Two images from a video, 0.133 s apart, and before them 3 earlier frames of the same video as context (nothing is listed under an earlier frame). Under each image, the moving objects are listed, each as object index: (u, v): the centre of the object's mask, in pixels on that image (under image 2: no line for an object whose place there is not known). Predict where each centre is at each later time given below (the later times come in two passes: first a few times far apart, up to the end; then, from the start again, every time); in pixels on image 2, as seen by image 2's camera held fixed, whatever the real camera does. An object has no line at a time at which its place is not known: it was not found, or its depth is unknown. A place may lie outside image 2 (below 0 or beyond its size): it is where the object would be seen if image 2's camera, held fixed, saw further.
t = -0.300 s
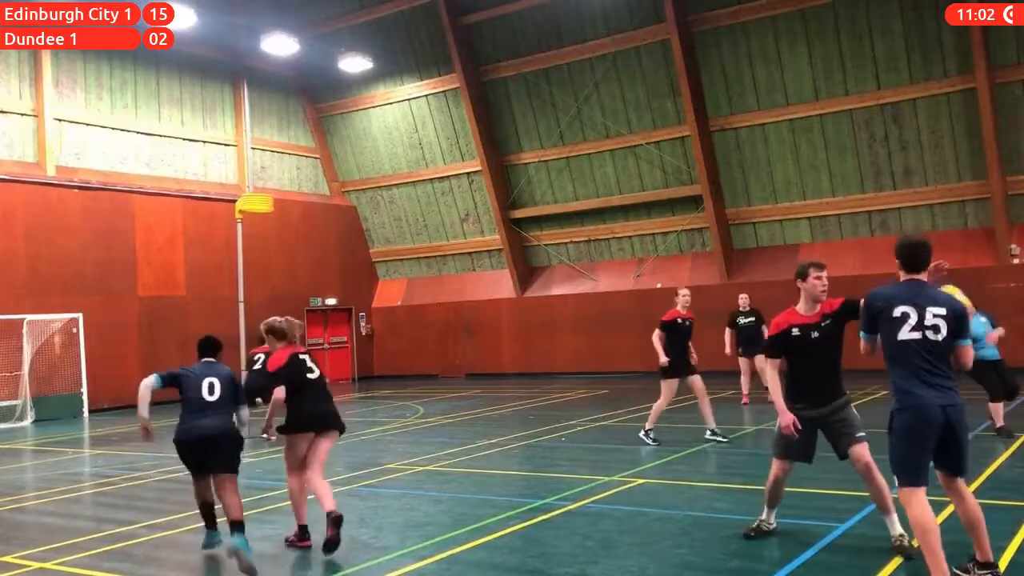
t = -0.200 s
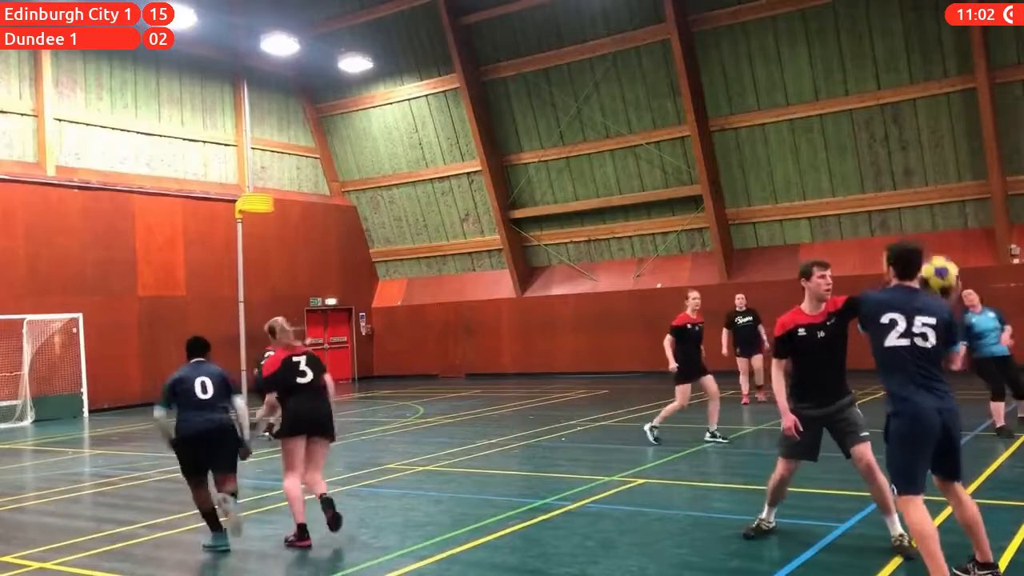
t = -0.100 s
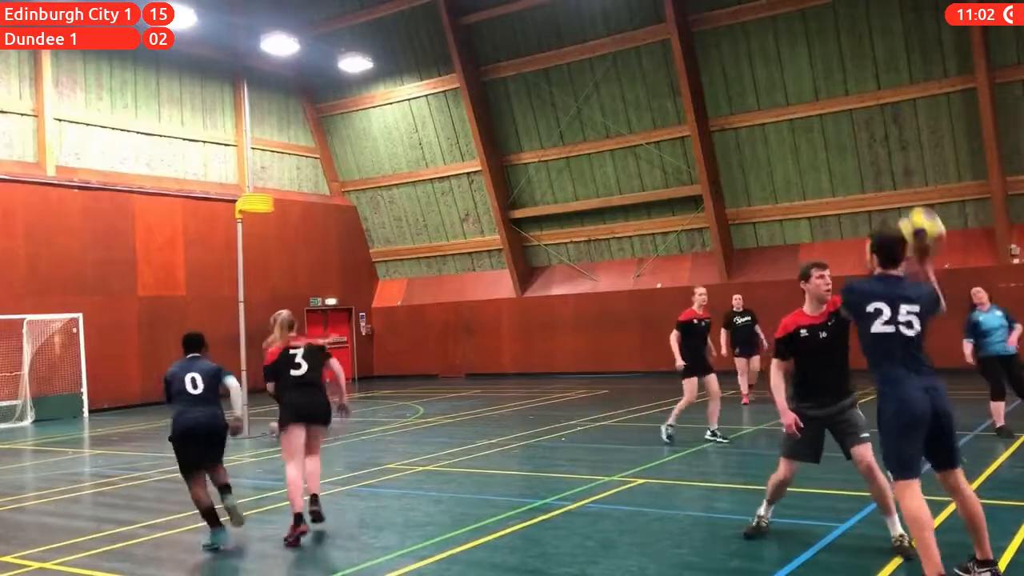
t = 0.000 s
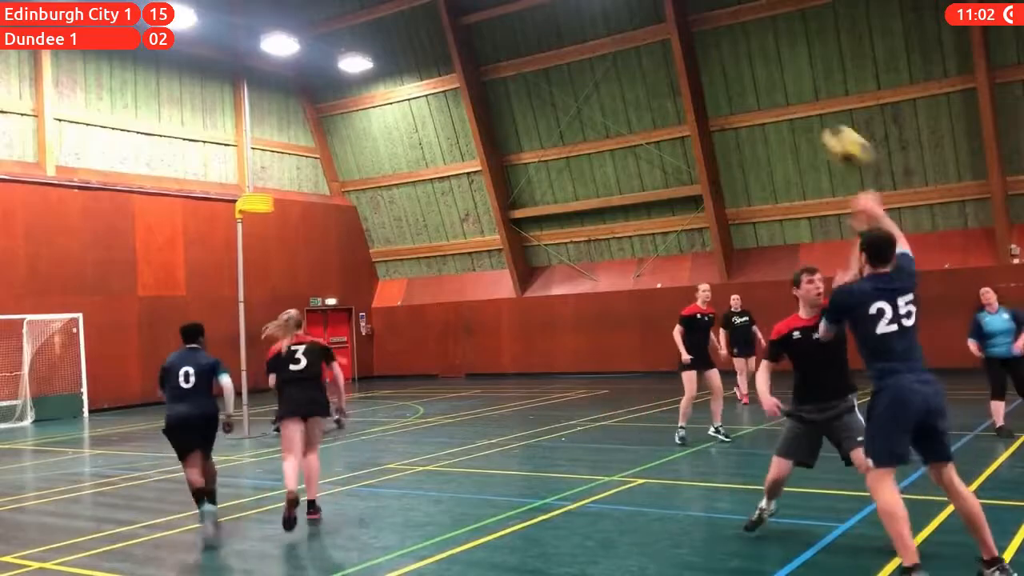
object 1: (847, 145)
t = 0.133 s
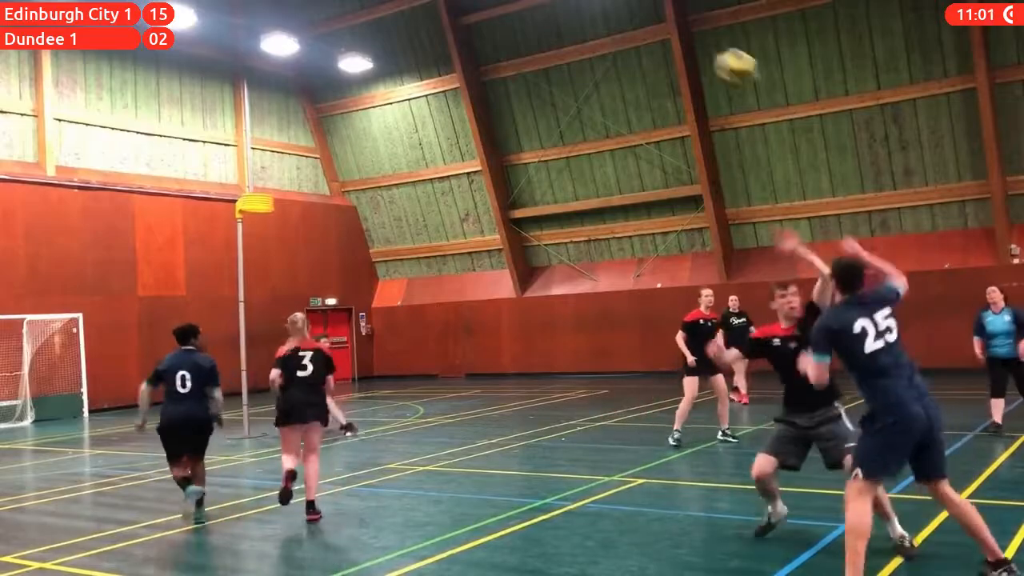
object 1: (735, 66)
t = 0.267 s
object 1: (653, 26)
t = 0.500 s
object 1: (549, 21)
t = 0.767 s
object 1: (467, 77)
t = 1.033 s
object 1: (407, 177)
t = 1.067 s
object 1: (400, 192)
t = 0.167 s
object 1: (713, 53)
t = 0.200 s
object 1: (692, 43)
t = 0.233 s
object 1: (672, 31)
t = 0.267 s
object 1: (653, 26)
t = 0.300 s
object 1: (636, 20)
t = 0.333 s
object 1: (620, 17)
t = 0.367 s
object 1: (605, 15)
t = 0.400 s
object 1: (590, 16)
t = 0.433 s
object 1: (575, 17)
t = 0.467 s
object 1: (562, 18)
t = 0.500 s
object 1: (549, 21)
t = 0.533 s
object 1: (537, 24)
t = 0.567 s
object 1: (526, 30)
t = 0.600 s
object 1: (515, 36)
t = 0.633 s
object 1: (503, 43)
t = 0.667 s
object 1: (493, 51)
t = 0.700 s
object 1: (484, 59)
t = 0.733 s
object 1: (475, 67)
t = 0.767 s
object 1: (467, 77)
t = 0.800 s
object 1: (458, 89)
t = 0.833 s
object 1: (451, 100)
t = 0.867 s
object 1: (442, 110)
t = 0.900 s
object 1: (434, 124)
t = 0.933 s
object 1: (427, 137)
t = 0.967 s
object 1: (420, 150)
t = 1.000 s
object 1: (414, 163)
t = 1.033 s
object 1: (407, 177)
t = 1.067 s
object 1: (400, 192)
